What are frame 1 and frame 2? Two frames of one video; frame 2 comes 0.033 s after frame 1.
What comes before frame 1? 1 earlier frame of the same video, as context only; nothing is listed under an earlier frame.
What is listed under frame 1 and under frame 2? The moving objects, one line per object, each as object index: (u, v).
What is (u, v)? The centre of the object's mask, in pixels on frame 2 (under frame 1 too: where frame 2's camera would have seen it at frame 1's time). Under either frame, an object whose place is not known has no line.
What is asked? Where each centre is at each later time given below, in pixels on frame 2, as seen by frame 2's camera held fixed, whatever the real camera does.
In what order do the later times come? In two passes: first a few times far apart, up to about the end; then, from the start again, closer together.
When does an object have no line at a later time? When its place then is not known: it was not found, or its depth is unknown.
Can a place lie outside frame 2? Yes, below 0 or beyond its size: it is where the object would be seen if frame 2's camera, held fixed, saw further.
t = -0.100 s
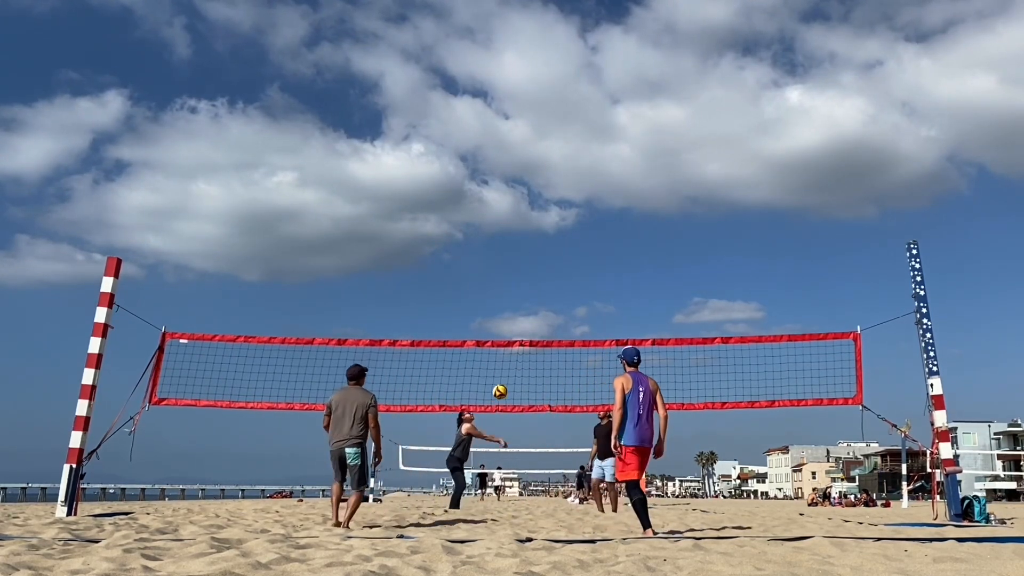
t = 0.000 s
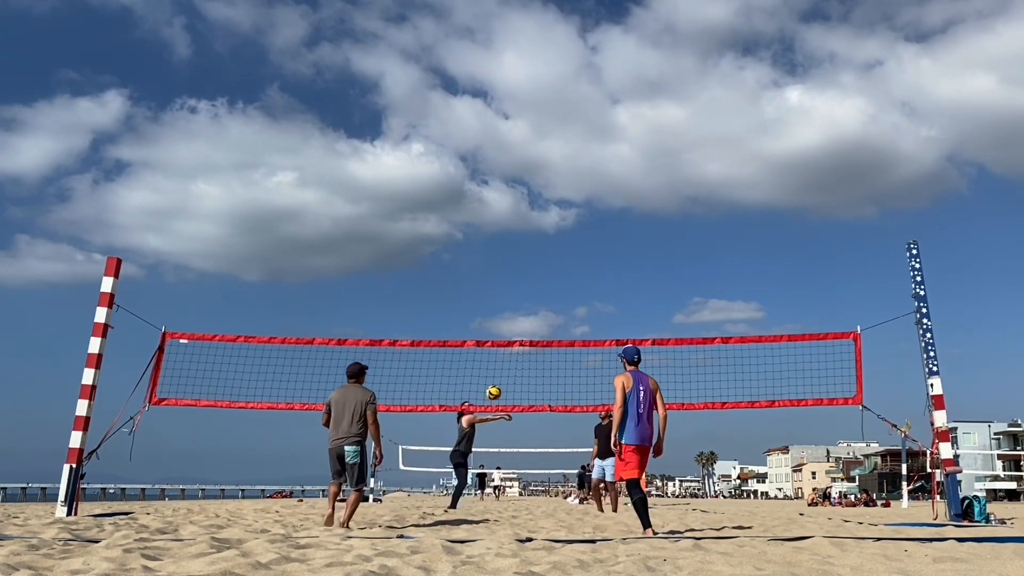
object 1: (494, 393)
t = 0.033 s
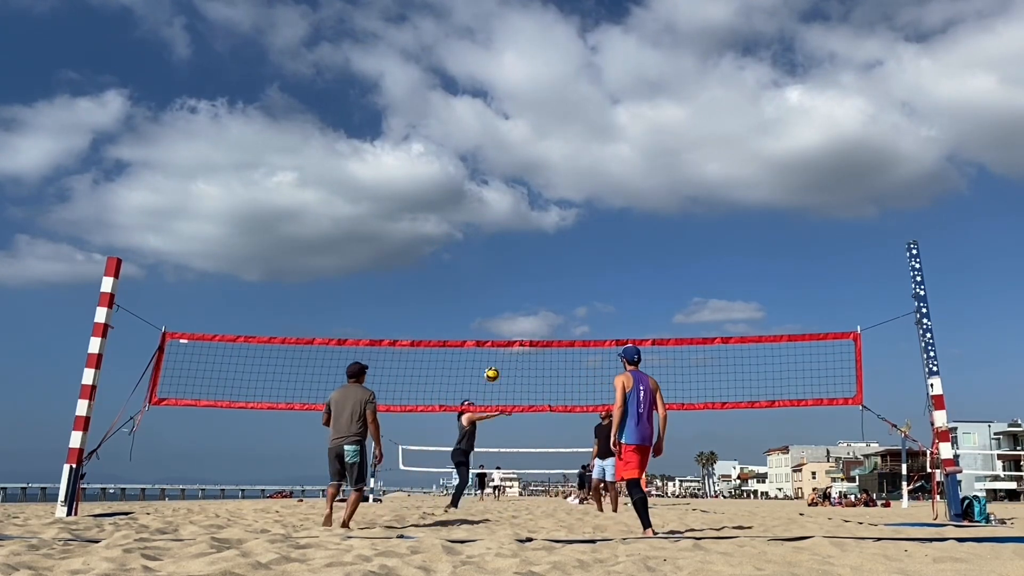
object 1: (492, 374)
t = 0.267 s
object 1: (476, 264)
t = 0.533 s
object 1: (455, 180)
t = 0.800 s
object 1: (429, 143)
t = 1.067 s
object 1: (397, 158)
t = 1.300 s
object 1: (364, 221)
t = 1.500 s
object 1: (331, 318)
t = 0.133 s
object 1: (485, 323)
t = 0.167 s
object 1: (483, 307)
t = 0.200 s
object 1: (481, 292)
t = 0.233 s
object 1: (479, 277)
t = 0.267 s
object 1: (476, 264)
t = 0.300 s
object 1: (474, 251)
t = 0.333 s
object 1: (472, 239)
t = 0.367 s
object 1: (469, 227)
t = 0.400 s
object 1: (467, 216)
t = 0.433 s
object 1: (464, 206)
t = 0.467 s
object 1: (461, 196)
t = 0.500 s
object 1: (458, 188)
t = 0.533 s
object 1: (455, 180)
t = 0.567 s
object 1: (452, 172)
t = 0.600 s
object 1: (449, 166)
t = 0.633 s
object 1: (446, 160)
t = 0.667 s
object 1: (442, 155)
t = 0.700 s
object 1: (439, 151)
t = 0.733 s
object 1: (436, 147)
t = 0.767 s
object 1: (432, 144)
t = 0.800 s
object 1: (429, 143)
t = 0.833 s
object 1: (425, 141)
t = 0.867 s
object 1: (421, 141)
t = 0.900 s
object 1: (417, 142)
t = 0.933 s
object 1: (413, 143)
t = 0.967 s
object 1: (409, 146)
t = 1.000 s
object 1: (405, 149)
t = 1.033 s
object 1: (401, 153)
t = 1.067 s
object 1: (397, 158)
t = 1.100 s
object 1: (393, 164)
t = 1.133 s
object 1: (388, 171)
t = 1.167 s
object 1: (384, 179)
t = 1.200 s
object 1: (379, 188)
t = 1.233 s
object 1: (374, 198)
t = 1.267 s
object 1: (369, 209)
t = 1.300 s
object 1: (364, 221)
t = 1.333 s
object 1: (359, 235)
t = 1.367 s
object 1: (354, 249)
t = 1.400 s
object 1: (349, 265)
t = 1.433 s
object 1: (343, 281)
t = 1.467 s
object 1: (337, 299)
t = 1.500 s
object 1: (331, 318)
